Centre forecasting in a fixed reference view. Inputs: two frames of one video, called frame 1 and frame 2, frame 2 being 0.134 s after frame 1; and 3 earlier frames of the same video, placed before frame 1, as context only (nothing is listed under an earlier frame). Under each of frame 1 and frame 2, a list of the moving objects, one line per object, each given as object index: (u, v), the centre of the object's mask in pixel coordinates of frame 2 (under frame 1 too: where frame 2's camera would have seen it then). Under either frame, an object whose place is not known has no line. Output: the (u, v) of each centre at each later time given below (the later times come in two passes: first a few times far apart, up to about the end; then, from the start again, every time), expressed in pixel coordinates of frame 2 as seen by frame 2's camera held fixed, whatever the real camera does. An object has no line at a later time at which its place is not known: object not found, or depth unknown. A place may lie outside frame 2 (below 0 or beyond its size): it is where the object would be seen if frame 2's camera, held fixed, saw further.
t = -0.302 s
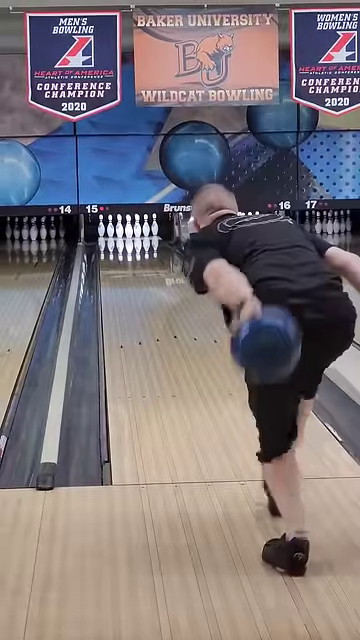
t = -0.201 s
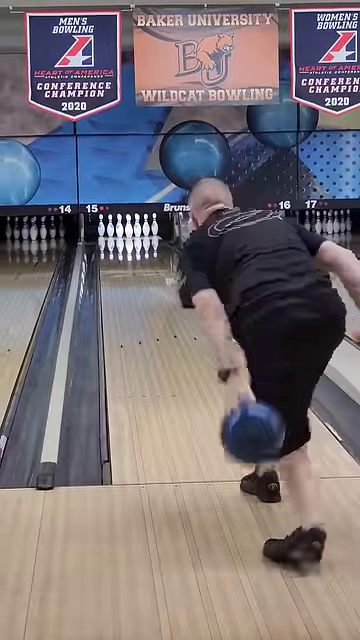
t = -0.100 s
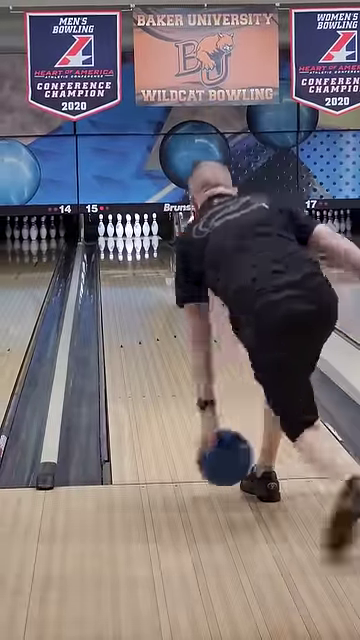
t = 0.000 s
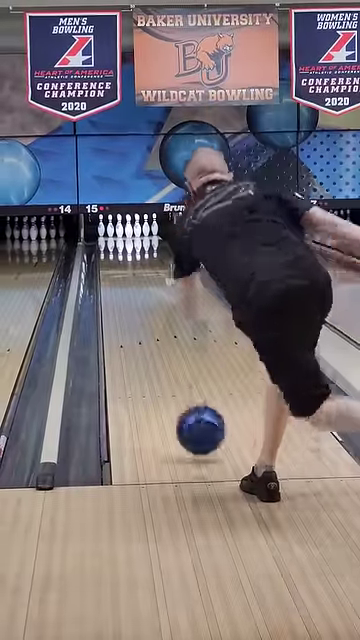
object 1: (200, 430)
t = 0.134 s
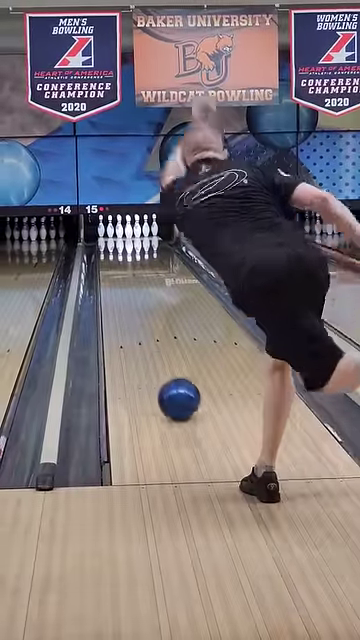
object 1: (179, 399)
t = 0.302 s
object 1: (159, 363)
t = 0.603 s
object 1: (137, 320)
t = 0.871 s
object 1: (125, 295)
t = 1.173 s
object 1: (117, 276)
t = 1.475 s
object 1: (112, 262)
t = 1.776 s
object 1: (110, 252)
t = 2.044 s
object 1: (112, 244)
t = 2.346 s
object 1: (119, 237)
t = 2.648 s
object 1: (124, 233)
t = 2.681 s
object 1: (124, 233)
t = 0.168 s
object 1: (174, 391)
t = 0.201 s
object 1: (170, 383)
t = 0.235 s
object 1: (166, 376)
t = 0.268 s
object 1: (163, 369)
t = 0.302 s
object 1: (159, 363)
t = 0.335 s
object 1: (156, 357)
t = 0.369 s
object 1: (153, 351)
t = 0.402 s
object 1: (151, 346)
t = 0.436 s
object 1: (148, 341)
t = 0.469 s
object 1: (146, 336)
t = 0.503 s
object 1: (143, 332)
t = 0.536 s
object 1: (141, 328)
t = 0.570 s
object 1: (139, 324)
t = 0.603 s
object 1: (137, 320)
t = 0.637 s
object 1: (136, 316)
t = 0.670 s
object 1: (134, 313)
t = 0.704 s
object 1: (132, 310)
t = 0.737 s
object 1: (131, 307)
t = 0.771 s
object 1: (129, 303)
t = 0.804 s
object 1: (128, 300)
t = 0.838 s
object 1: (126, 298)
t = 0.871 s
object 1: (125, 295)
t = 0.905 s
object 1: (124, 293)
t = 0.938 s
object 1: (123, 291)
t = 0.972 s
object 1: (122, 289)
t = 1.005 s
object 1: (121, 286)
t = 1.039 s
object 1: (119, 283)
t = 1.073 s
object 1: (119, 281)
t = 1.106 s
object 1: (118, 280)
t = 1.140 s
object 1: (117, 278)
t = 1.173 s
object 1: (117, 276)
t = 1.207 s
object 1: (116, 275)
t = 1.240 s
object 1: (115, 273)
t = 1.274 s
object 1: (115, 272)
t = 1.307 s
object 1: (114, 271)
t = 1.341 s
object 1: (114, 269)
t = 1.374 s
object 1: (113, 267)
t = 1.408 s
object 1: (112, 265)
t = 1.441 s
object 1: (112, 263)
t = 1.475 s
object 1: (112, 262)
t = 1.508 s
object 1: (112, 262)
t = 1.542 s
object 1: (111, 260)
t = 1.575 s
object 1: (111, 259)
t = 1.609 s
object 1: (110, 257)
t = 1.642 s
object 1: (110, 256)
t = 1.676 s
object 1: (110, 255)
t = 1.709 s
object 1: (110, 254)
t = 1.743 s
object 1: (110, 252)
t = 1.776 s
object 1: (110, 252)
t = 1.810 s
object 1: (110, 249)
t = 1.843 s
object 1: (110, 248)
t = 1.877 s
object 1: (111, 247)
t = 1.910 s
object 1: (111, 247)
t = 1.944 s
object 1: (111, 246)
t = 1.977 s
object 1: (111, 245)
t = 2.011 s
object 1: (111, 245)
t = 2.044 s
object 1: (112, 244)
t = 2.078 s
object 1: (112, 243)
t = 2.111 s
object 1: (112, 242)
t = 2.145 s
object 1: (113, 241)
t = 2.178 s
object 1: (115, 240)
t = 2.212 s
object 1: (116, 240)
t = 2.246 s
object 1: (117, 239)
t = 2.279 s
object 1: (117, 238)
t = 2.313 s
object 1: (118, 238)
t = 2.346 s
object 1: (119, 237)
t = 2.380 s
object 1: (120, 236)
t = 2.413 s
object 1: (121, 235)
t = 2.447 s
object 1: (122, 234)
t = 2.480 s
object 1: (123, 235)
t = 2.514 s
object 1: (123, 233)
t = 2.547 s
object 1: (123, 233)
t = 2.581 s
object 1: (123, 233)
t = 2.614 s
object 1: (124, 233)
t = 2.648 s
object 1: (124, 233)
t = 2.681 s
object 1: (124, 233)
